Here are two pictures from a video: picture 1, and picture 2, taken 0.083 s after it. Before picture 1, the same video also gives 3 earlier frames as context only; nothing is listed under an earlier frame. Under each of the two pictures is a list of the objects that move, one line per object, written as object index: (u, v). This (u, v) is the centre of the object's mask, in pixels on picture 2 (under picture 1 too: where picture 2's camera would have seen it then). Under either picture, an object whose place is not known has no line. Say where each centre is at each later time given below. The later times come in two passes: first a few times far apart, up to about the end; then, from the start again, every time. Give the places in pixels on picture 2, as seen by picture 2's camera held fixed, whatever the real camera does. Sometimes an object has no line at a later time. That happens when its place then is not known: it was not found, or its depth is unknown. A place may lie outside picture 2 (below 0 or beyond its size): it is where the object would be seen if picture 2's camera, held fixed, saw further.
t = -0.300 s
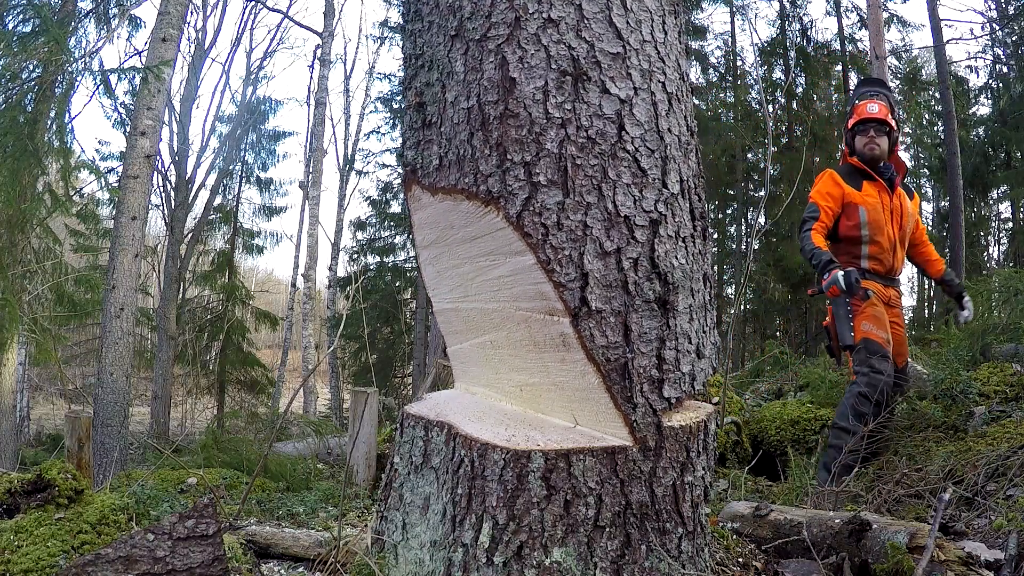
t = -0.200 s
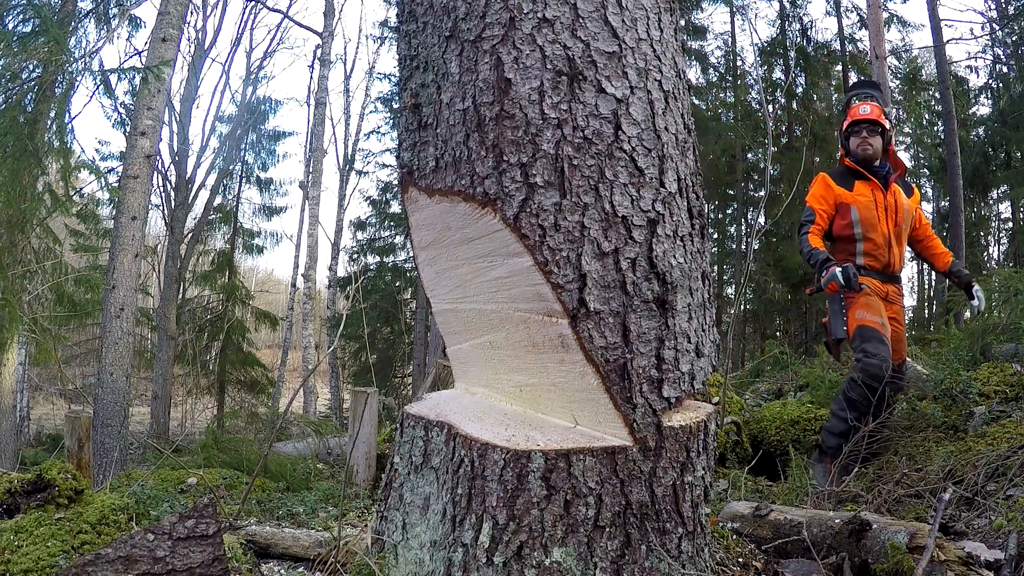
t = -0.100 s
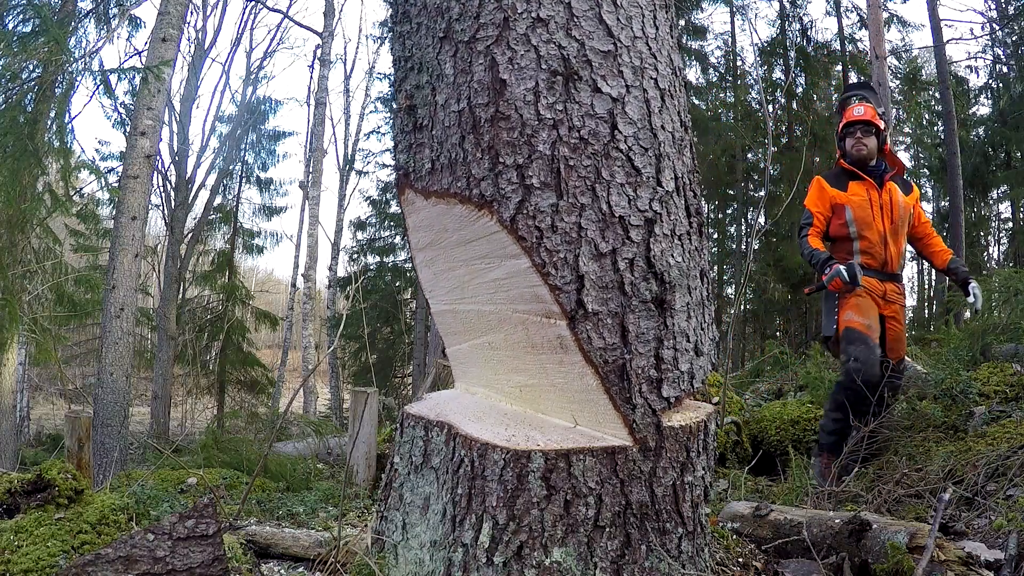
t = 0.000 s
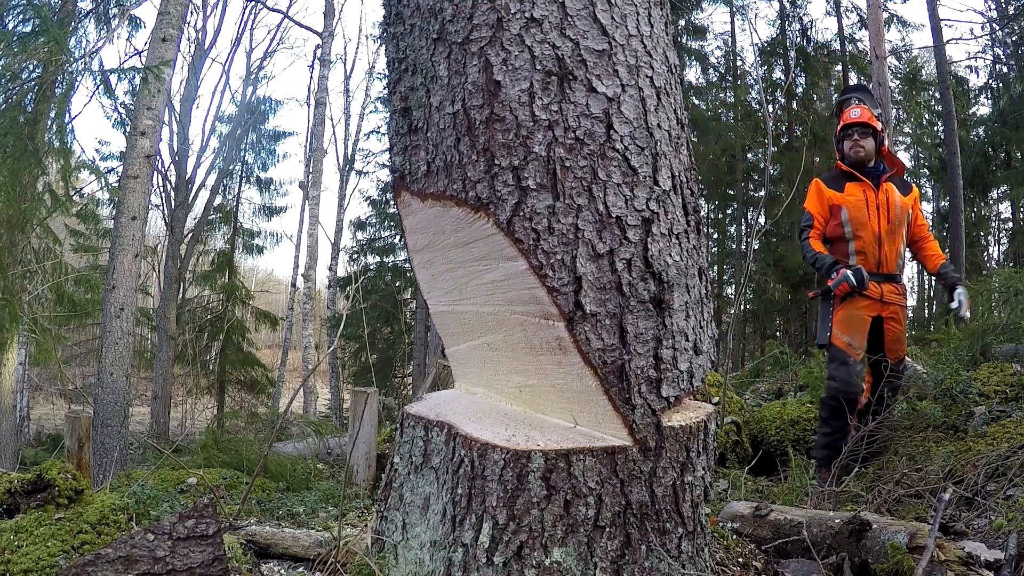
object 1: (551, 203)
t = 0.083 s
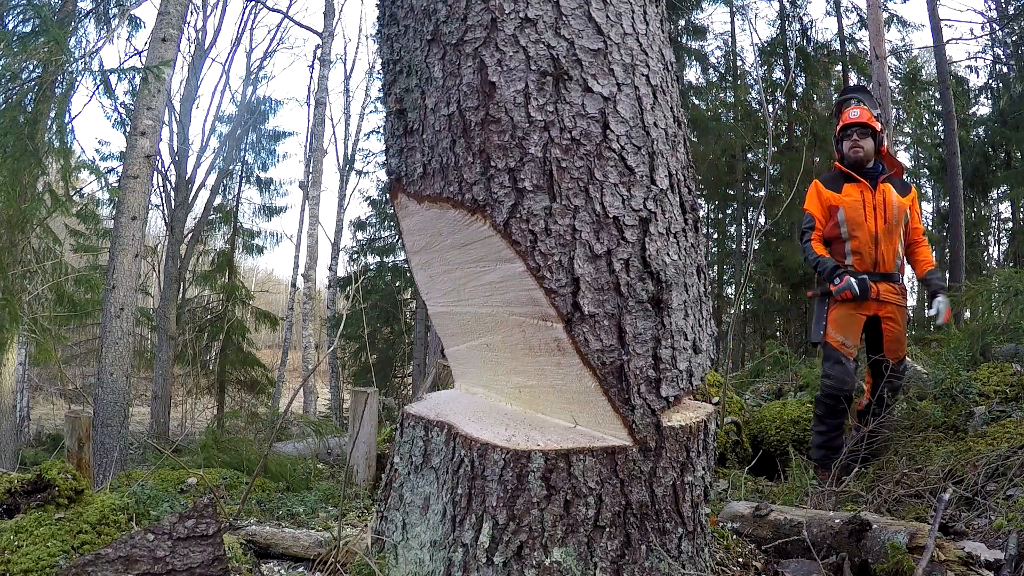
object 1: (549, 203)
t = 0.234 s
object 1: (543, 202)
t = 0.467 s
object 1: (533, 200)
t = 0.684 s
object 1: (522, 200)
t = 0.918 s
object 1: (507, 198)
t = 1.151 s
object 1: (487, 196)
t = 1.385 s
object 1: (462, 193)
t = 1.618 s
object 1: (426, 190)
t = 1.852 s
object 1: (375, 189)
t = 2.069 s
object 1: (334, 206)
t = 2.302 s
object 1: (302, 237)
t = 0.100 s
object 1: (548, 202)
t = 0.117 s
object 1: (548, 202)
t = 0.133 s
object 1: (547, 202)
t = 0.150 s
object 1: (547, 202)
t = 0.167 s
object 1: (546, 202)
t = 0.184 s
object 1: (545, 202)
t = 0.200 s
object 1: (545, 202)
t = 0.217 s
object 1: (544, 202)
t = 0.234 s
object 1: (543, 202)
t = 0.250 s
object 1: (543, 202)
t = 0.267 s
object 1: (542, 202)
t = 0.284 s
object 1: (541, 202)
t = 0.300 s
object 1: (541, 201)
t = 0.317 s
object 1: (540, 201)
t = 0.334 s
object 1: (539, 201)
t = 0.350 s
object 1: (539, 201)
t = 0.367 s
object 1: (538, 201)
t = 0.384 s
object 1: (537, 201)
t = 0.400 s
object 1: (537, 201)
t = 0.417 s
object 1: (536, 201)
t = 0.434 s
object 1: (535, 201)
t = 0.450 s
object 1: (534, 201)
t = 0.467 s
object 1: (533, 200)
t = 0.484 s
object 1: (533, 200)
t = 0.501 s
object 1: (532, 200)
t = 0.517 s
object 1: (531, 200)
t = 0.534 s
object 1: (530, 200)
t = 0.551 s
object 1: (529, 200)
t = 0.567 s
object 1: (529, 200)
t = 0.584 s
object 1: (528, 200)
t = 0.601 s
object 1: (527, 200)
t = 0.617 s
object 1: (526, 200)
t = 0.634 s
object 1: (525, 200)
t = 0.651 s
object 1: (524, 200)
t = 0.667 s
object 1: (523, 200)
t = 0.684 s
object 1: (522, 200)
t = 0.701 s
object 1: (521, 200)
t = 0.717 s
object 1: (520, 199)
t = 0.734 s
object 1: (519, 199)
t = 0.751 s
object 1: (518, 199)
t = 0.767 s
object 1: (517, 199)
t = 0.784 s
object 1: (516, 199)
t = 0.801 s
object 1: (515, 199)
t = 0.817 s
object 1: (514, 199)
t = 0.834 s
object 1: (513, 198)
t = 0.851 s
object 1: (512, 198)
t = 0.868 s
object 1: (510, 198)
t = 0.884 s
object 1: (509, 198)
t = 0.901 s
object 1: (508, 198)
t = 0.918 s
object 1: (507, 198)
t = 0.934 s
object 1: (505, 197)
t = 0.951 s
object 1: (504, 197)
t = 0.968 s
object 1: (503, 197)
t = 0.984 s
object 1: (502, 197)
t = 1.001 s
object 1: (500, 197)
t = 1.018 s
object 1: (499, 197)
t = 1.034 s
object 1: (498, 197)
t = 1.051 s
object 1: (496, 196)
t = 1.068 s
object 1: (495, 196)
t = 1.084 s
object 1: (493, 196)
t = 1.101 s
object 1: (492, 196)
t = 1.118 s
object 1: (490, 196)
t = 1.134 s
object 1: (489, 196)
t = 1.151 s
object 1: (487, 196)
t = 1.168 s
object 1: (485, 195)
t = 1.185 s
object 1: (484, 195)
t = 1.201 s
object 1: (483, 195)
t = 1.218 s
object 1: (481, 195)
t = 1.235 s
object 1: (479, 195)
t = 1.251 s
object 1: (477, 194)
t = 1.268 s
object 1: (475, 194)
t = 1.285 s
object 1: (474, 194)
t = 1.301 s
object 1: (472, 194)
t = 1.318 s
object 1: (470, 194)
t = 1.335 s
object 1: (468, 194)
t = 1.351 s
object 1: (466, 193)
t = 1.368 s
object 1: (464, 193)
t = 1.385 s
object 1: (462, 193)
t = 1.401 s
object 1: (460, 193)
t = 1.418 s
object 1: (458, 193)
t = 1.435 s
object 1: (456, 193)
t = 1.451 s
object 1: (453, 192)
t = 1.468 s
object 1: (451, 192)
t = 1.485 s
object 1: (448, 192)
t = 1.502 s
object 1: (446, 192)
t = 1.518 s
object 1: (443, 191)
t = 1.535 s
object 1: (441, 191)
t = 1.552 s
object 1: (438, 191)
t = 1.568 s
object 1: (435, 191)
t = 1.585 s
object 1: (432, 191)
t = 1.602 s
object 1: (429, 190)
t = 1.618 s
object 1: (426, 190)
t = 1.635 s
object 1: (423, 190)
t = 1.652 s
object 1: (420, 190)
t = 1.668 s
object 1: (417, 189)
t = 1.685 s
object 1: (414, 189)
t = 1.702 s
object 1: (410, 190)
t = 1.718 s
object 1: (407, 189)
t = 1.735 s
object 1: (403, 189)
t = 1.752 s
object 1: (399, 189)
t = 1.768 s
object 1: (396, 189)
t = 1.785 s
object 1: (392, 189)
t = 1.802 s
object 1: (388, 188)
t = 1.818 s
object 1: (384, 189)
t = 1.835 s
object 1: (379, 189)
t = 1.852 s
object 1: (375, 189)
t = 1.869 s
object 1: (371, 190)
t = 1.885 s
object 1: (368, 191)
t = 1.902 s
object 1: (365, 192)
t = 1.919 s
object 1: (361, 193)
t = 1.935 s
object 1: (358, 194)
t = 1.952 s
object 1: (355, 195)
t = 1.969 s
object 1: (351, 196)
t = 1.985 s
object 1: (348, 197)
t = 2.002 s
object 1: (345, 199)
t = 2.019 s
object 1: (343, 201)
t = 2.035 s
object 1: (339, 202)
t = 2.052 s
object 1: (337, 204)
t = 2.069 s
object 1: (334, 206)
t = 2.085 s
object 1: (331, 208)
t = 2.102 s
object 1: (329, 210)
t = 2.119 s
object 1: (326, 212)
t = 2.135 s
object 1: (324, 214)
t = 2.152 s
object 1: (321, 216)
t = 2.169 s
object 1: (319, 219)
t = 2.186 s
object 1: (316, 221)
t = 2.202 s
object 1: (314, 223)
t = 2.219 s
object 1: (312, 225)
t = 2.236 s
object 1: (310, 228)
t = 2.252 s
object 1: (308, 230)
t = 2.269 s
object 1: (306, 232)
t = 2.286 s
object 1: (305, 234)
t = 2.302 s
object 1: (302, 237)
